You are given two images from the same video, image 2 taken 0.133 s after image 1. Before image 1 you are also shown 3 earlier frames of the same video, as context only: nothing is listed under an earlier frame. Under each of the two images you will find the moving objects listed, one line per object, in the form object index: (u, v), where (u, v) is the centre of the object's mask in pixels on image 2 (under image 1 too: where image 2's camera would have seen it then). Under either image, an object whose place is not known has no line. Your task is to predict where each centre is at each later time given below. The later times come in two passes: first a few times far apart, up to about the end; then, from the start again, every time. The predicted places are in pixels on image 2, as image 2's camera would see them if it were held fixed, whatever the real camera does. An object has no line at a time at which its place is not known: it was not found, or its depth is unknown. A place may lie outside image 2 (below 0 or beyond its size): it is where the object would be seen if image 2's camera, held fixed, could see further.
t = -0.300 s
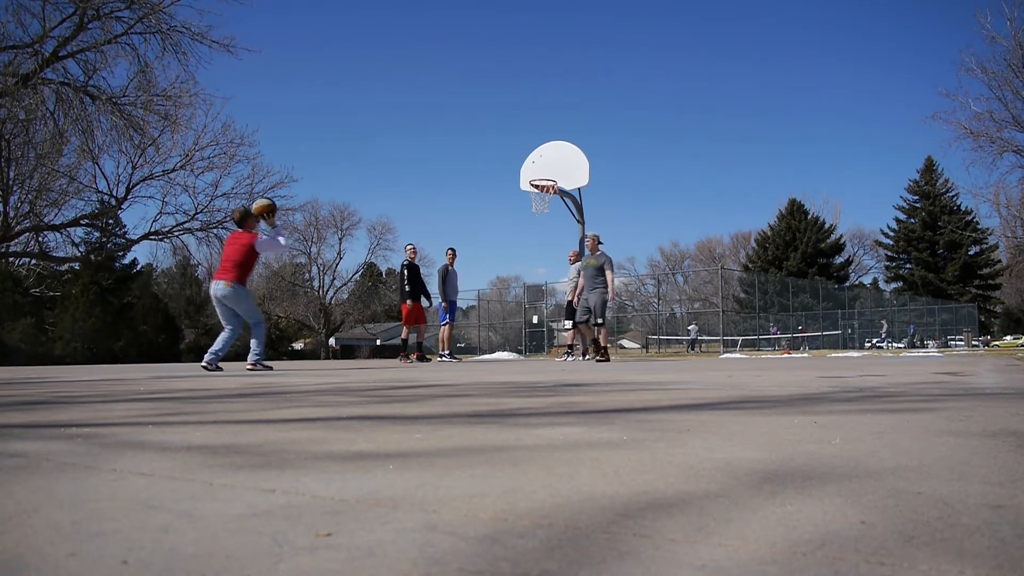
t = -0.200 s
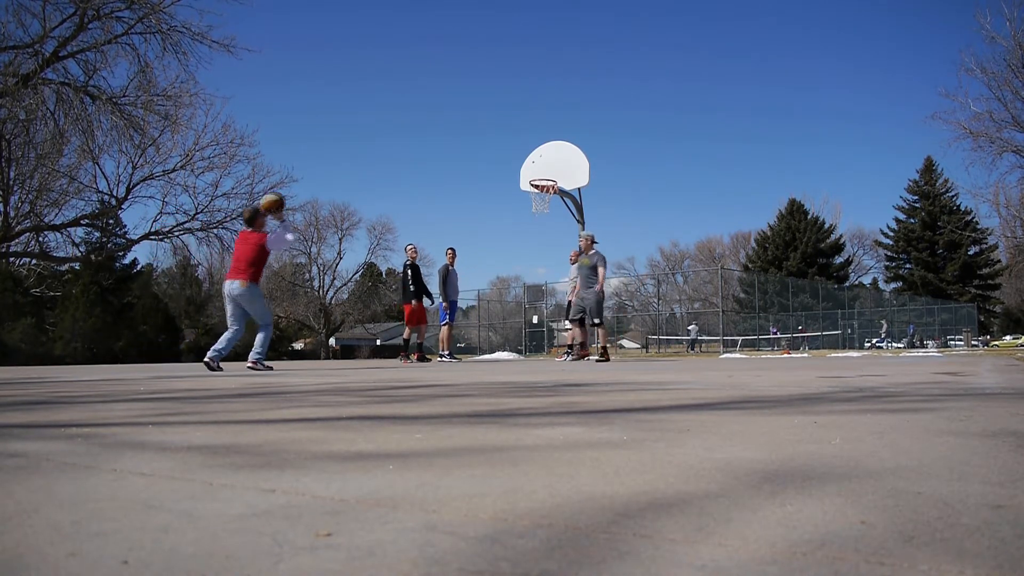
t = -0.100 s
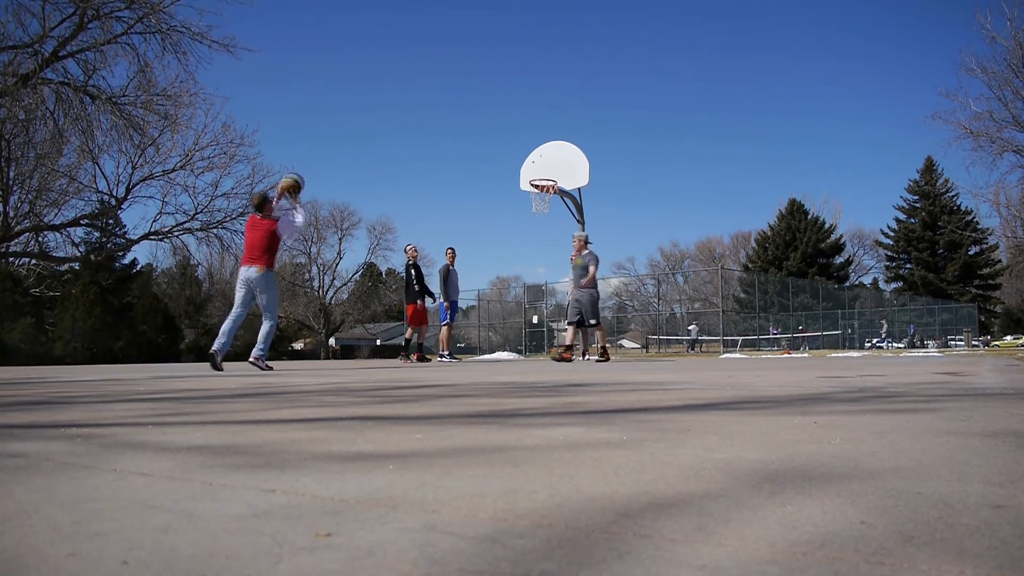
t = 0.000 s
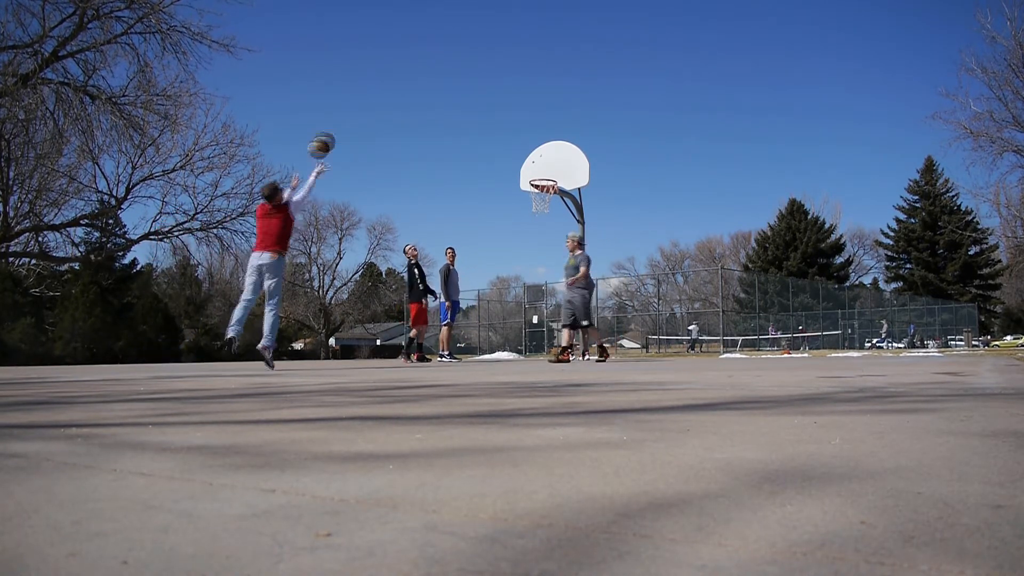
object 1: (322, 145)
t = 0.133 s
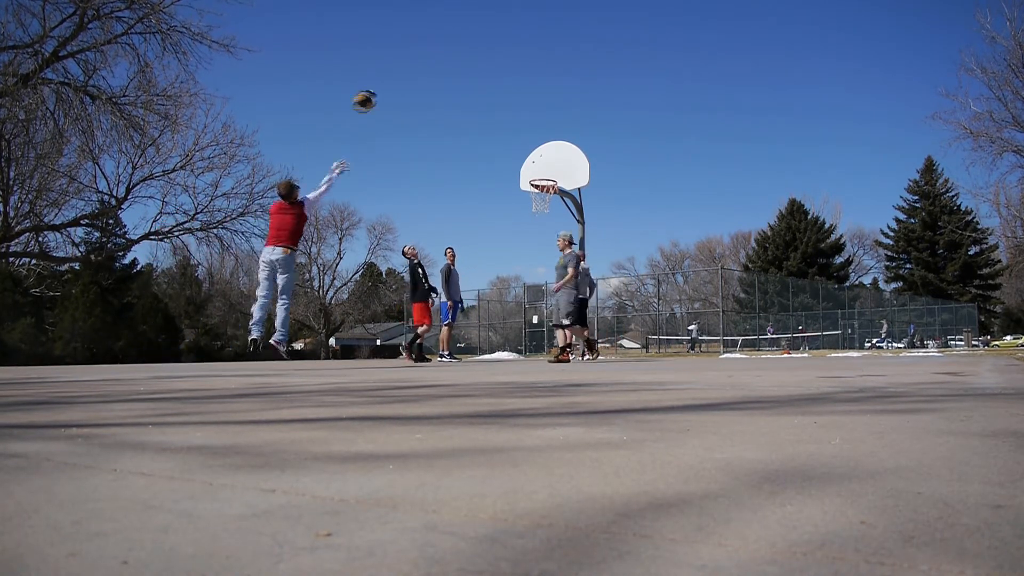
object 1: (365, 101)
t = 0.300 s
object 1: (410, 71)
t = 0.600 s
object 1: (474, 73)
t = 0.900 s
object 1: (523, 126)
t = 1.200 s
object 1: (531, 197)
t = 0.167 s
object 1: (375, 93)
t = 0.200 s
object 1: (384, 86)
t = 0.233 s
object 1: (393, 80)
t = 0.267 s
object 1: (402, 75)
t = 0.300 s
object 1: (410, 71)
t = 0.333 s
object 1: (418, 69)
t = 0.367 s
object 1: (426, 67)
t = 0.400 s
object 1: (434, 65)
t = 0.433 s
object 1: (441, 65)
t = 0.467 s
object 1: (448, 65)
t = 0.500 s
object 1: (454, 66)
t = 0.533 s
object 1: (461, 68)
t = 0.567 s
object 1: (468, 70)
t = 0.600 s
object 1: (474, 73)
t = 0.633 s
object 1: (480, 77)
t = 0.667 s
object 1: (486, 81)
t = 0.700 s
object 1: (492, 85)
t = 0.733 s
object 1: (497, 91)
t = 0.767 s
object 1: (503, 97)
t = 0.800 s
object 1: (508, 103)
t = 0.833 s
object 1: (513, 111)
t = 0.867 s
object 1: (518, 118)
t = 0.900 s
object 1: (523, 126)
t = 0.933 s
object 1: (528, 135)
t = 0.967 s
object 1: (533, 144)
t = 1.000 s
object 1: (537, 153)
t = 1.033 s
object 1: (542, 163)
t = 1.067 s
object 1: (546, 173)
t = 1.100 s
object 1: (549, 183)
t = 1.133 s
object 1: (543, 190)
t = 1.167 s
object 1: (535, 196)
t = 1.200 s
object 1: (531, 197)
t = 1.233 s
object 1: (528, 196)
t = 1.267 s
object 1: (526, 195)
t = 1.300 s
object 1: (525, 193)
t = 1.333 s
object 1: (524, 192)
